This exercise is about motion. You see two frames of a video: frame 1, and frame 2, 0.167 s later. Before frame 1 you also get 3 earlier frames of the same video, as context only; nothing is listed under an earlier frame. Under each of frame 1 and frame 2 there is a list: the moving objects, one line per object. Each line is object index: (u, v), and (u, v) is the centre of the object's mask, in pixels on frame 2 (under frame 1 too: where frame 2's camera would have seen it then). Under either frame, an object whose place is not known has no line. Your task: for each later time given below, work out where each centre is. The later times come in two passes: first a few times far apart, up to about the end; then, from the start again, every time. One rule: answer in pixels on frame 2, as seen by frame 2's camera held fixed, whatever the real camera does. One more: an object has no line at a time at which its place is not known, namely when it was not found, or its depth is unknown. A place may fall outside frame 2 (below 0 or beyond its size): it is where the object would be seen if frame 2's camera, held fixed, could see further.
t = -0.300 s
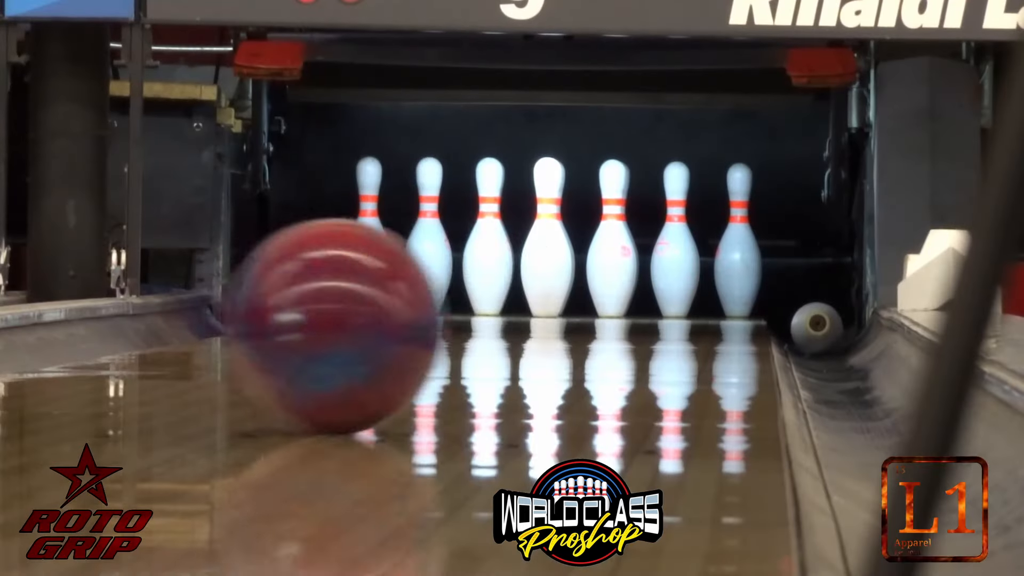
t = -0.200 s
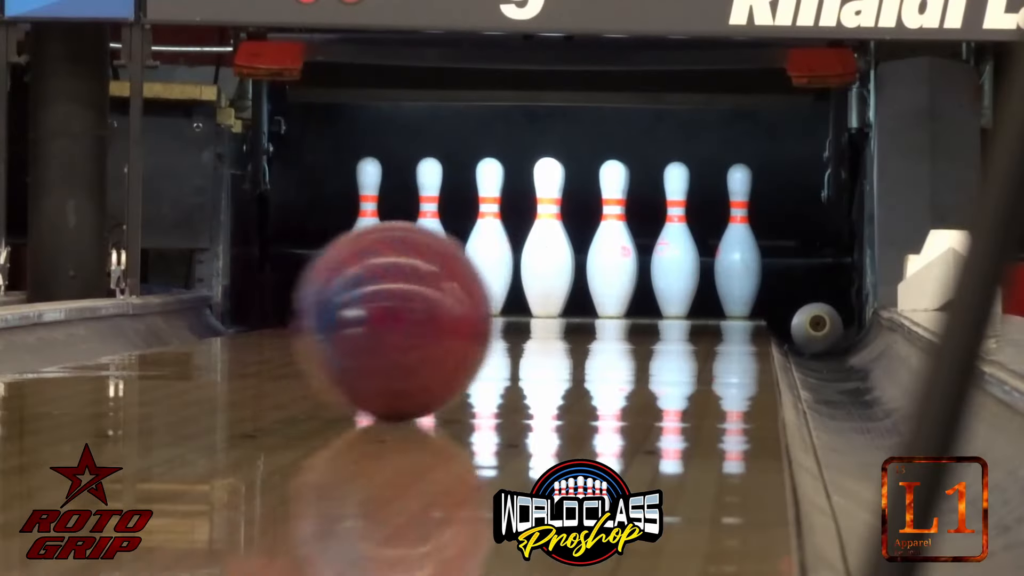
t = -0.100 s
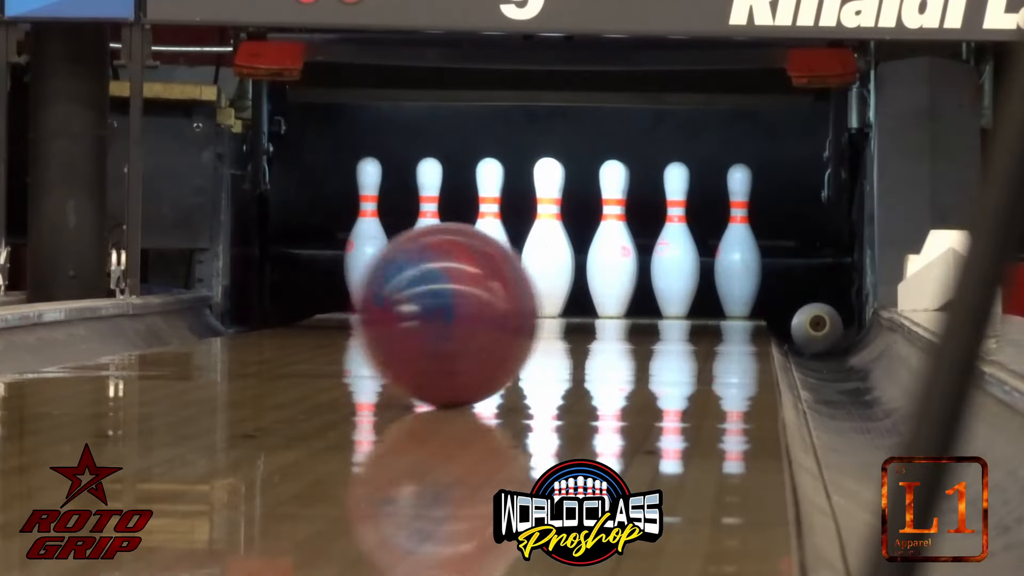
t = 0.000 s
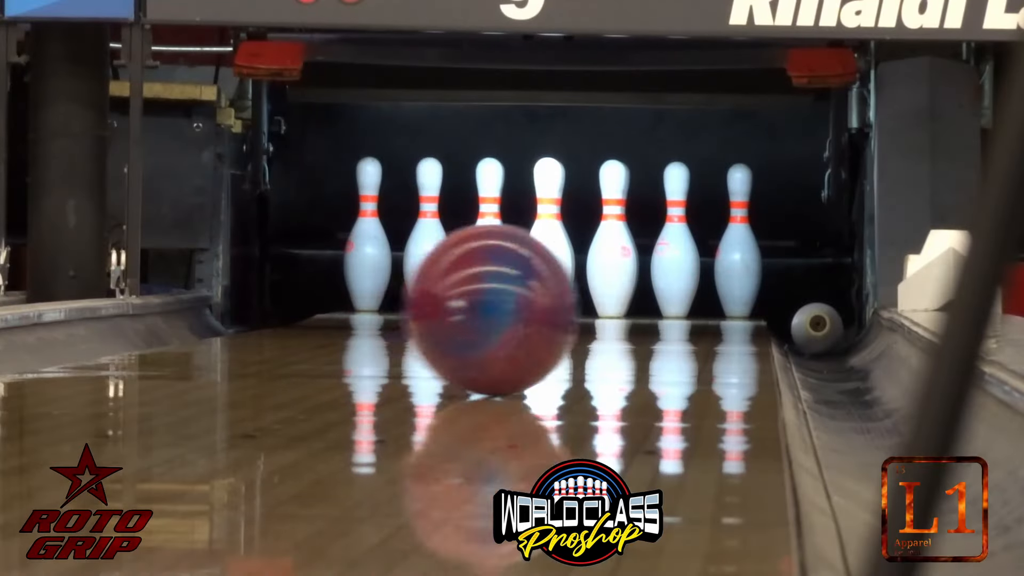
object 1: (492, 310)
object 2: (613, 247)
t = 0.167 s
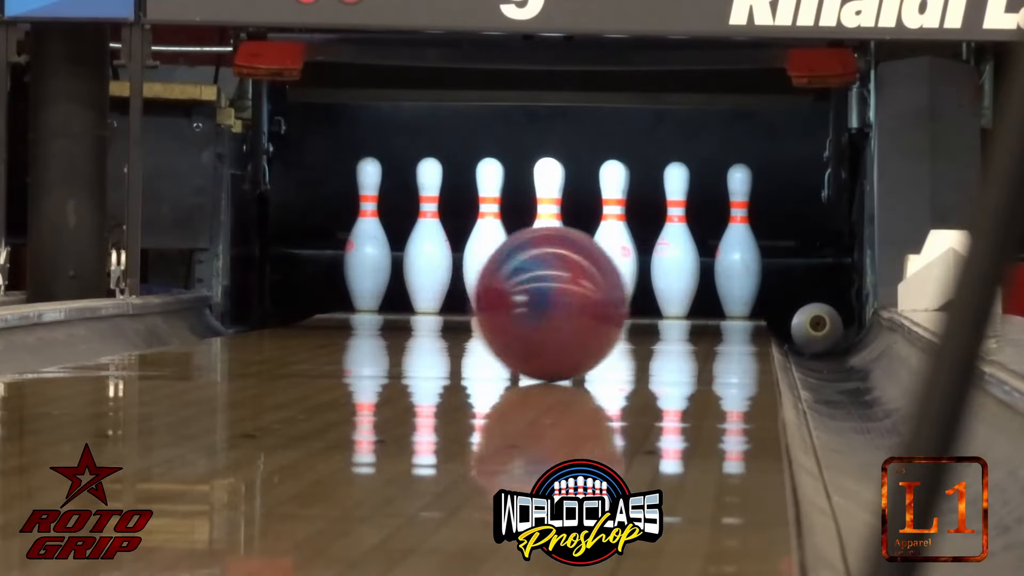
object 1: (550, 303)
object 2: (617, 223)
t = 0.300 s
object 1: (587, 300)
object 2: (615, 198)
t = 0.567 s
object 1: (644, 293)
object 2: (611, 204)
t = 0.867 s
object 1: (678, 288)
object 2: (611, 243)
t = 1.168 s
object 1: (665, 283)
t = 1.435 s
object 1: (609, 274)
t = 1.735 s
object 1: (620, 271)
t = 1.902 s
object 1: (633, 298)
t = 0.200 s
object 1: (560, 303)
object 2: (617, 215)
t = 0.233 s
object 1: (570, 302)
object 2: (616, 208)
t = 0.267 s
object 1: (579, 301)
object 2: (615, 202)
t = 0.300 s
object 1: (587, 300)
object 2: (615, 198)
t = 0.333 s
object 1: (596, 299)
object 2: (614, 196)
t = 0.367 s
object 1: (604, 298)
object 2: (614, 195)
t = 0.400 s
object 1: (612, 297)
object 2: (614, 195)
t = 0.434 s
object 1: (618, 296)
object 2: (614, 195)
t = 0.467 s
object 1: (625, 295)
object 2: (613, 196)
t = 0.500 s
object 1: (631, 294)
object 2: (613, 197)
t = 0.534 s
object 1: (637, 294)
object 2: (612, 200)
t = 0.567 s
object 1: (644, 293)
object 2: (611, 204)
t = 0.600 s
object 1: (649, 293)
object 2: (610, 209)
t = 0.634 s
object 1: (654, 292)
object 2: (609, 216)
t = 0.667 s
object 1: (659, 291)
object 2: (608, 225)
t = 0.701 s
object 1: (664, 291)
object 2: (608, 230)
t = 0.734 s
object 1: (667, 290)
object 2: (609, 234)
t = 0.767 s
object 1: (670, 289)
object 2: (609, 237)
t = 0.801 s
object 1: (674, 289)
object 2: (610, 239)
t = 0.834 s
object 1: (676, 288)
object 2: (610, 241)
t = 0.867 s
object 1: (678, 288)
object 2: (611, 243)
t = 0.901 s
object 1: (678, 287)
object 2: (611, 243)
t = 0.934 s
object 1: (679, 287)
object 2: (611, 244)
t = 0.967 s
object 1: (679, 286)
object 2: (611, 244)
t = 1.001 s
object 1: (679, 286)
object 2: (611, 244)
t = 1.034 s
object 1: (677, 286)
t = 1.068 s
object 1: (675, 285)
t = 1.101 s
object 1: (672, 284)
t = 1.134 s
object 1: (669, 284)
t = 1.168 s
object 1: (665, 283)
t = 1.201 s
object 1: (660, 282)
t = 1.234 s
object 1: (654, 281)
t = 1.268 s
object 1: (648, 281)
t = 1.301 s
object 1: (641, 279)
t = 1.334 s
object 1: (634, 278)
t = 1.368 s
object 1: (624, 277)
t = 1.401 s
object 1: (616, 275)
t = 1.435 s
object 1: (609, 274)
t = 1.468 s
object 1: (601, 273)
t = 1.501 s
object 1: (602, 273)
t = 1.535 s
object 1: (603, 273)
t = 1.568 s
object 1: (602, 272)
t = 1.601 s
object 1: (602, 272)
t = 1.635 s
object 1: (610, 273)
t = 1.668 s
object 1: (614, 272)
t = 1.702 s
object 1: (618, 271)
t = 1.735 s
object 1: (620, 271)
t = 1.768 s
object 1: (626, 269)
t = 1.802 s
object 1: (629, 274)
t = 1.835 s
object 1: (631, 280)
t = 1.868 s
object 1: (633, 286)
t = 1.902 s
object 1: (633, 298)
